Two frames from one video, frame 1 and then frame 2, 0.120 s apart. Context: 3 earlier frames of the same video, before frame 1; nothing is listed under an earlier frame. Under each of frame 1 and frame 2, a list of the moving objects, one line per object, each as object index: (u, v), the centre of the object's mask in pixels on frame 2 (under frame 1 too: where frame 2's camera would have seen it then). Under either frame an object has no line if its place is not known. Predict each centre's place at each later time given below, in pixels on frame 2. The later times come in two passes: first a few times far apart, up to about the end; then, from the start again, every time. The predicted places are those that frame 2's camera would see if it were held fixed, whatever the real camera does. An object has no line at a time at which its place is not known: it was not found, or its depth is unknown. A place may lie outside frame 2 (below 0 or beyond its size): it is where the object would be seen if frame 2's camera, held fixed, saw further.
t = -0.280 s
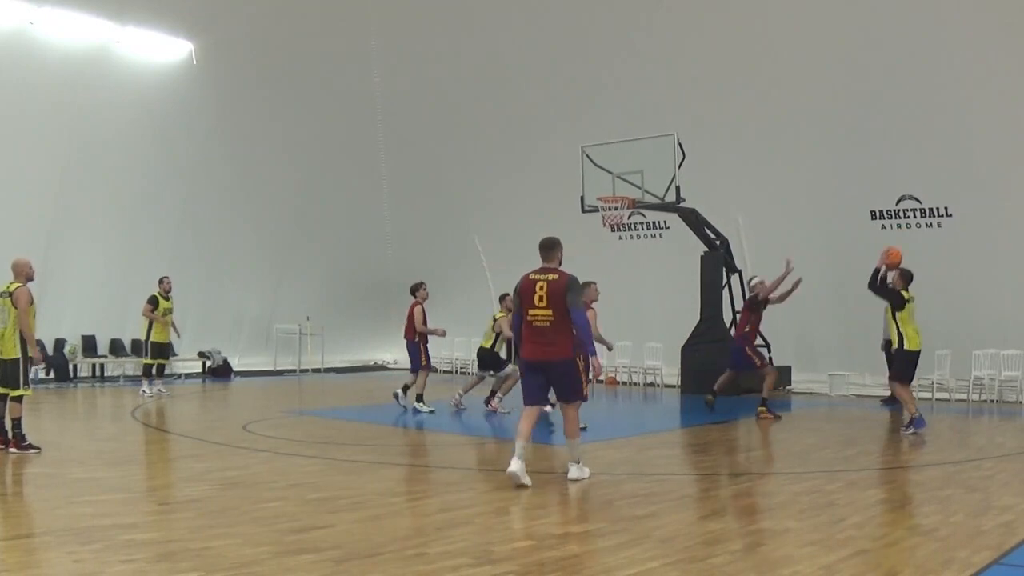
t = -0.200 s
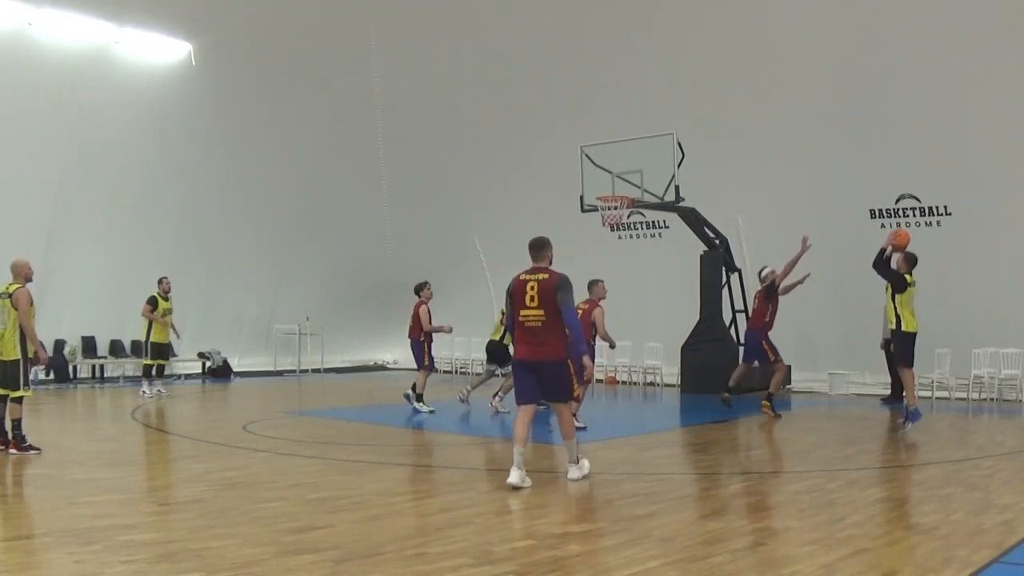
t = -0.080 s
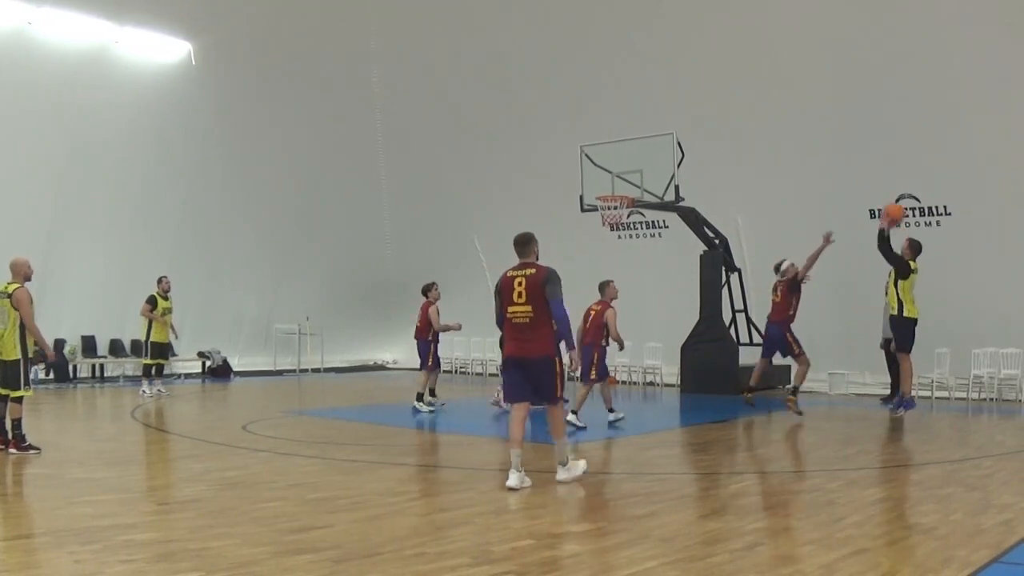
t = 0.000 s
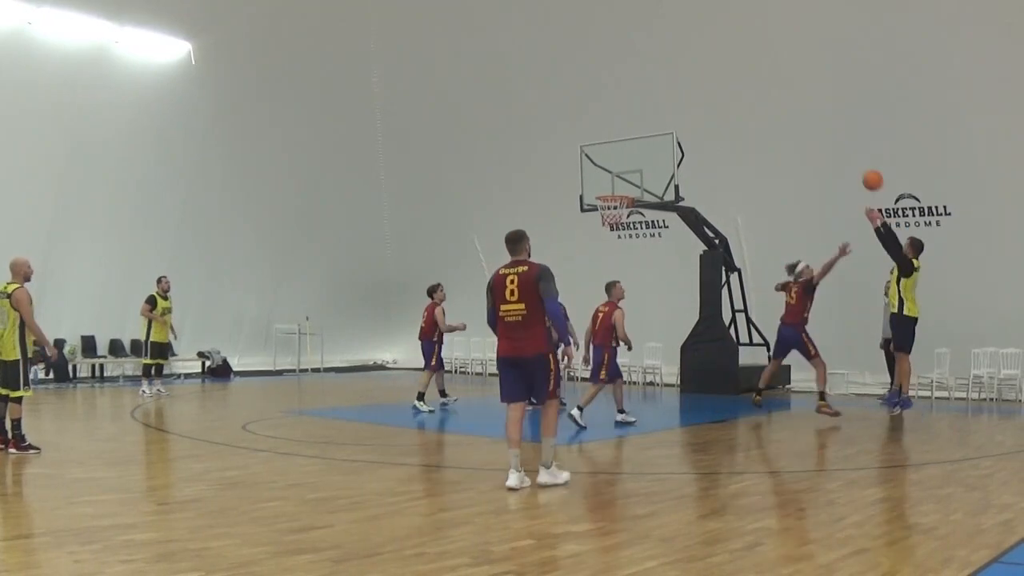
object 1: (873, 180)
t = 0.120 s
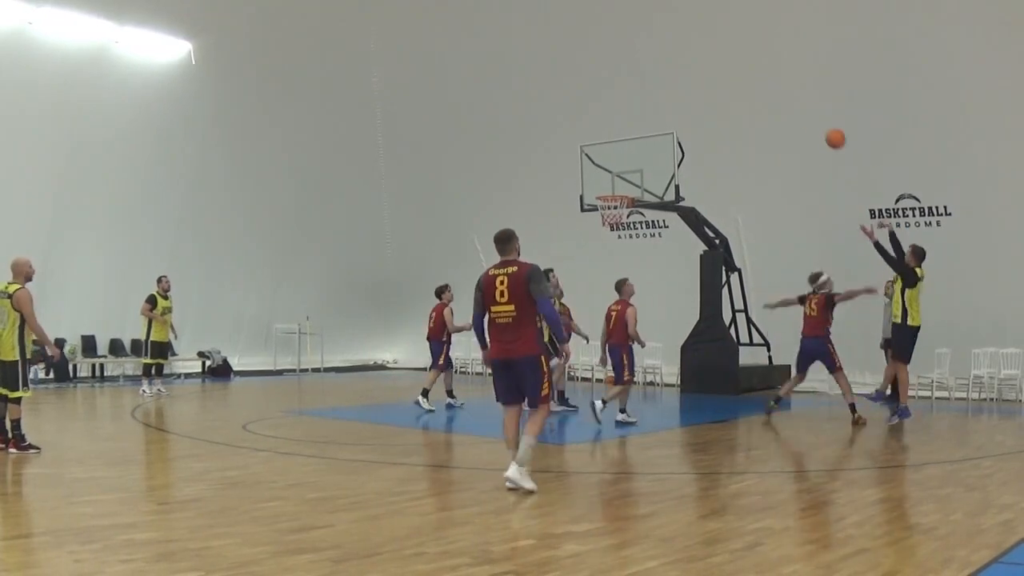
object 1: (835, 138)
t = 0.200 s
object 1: (812, 119)
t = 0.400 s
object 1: (758, 94)
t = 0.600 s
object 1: (711, 101)
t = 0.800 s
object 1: (668, 134)
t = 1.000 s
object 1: (630, 191)
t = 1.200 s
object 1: (677, 169)
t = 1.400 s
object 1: (728, 172)
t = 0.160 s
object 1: (823, 128)
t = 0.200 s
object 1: (812, 119)
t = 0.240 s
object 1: (800, 111)
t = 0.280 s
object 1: (790, 105)
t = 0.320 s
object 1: (779, 99)
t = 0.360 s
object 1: (768, 96)
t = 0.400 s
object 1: (758, 94)
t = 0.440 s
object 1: (748, 93)
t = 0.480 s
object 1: (739, 93)
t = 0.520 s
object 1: (729, 94)
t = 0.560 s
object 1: (720, 97)
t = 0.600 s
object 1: (711, 101)
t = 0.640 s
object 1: (702, 105)
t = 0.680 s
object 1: (693, 110)
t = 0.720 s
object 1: (685, 118)
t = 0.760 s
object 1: (676, 125)
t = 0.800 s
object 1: (668, 134)
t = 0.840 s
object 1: (660, 143)
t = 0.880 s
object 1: (652, 154)
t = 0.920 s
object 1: (645, 165)
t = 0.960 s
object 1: (637, 177)
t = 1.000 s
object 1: (630, 191)
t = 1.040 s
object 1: (637, 186)
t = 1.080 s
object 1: (647, 180)
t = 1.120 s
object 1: (657, 175)
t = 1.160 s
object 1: (666, 172)
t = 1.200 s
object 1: (677, 169)
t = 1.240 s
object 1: (687, 168)
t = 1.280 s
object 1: (697, 167)
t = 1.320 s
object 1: (707, 168)
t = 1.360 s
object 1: (718, 169)
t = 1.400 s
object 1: (728, 172)
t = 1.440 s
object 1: (739, 176)
